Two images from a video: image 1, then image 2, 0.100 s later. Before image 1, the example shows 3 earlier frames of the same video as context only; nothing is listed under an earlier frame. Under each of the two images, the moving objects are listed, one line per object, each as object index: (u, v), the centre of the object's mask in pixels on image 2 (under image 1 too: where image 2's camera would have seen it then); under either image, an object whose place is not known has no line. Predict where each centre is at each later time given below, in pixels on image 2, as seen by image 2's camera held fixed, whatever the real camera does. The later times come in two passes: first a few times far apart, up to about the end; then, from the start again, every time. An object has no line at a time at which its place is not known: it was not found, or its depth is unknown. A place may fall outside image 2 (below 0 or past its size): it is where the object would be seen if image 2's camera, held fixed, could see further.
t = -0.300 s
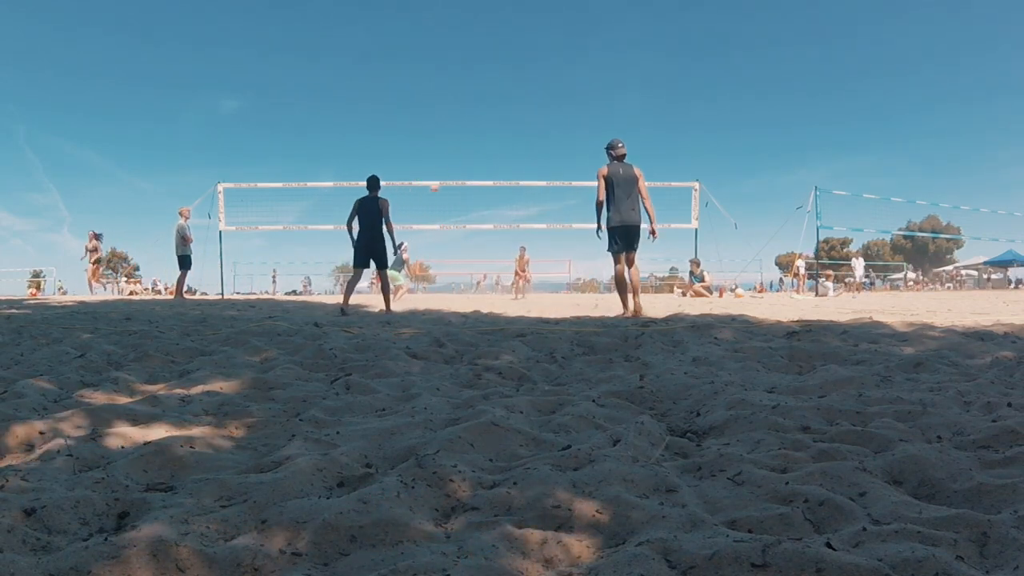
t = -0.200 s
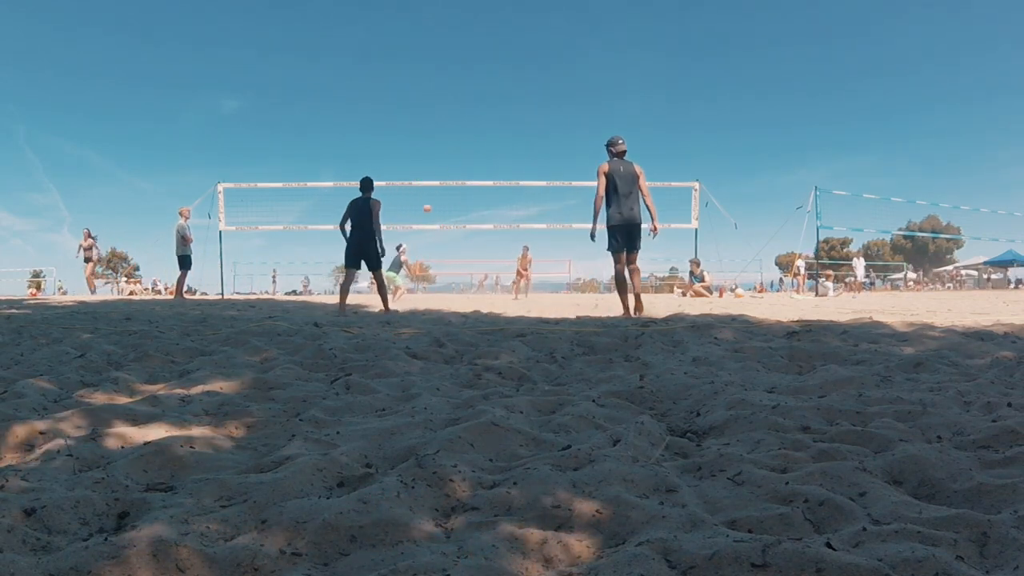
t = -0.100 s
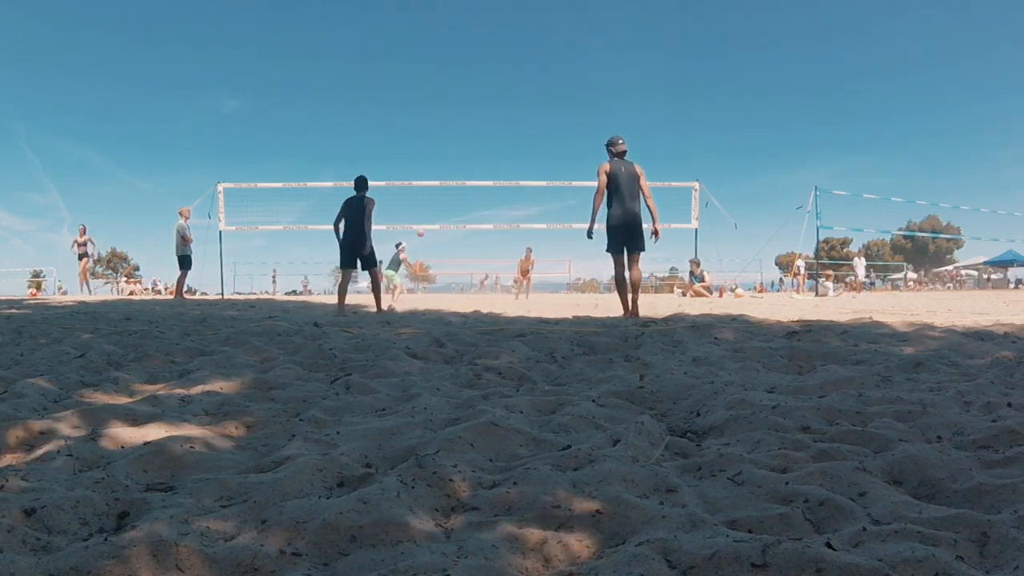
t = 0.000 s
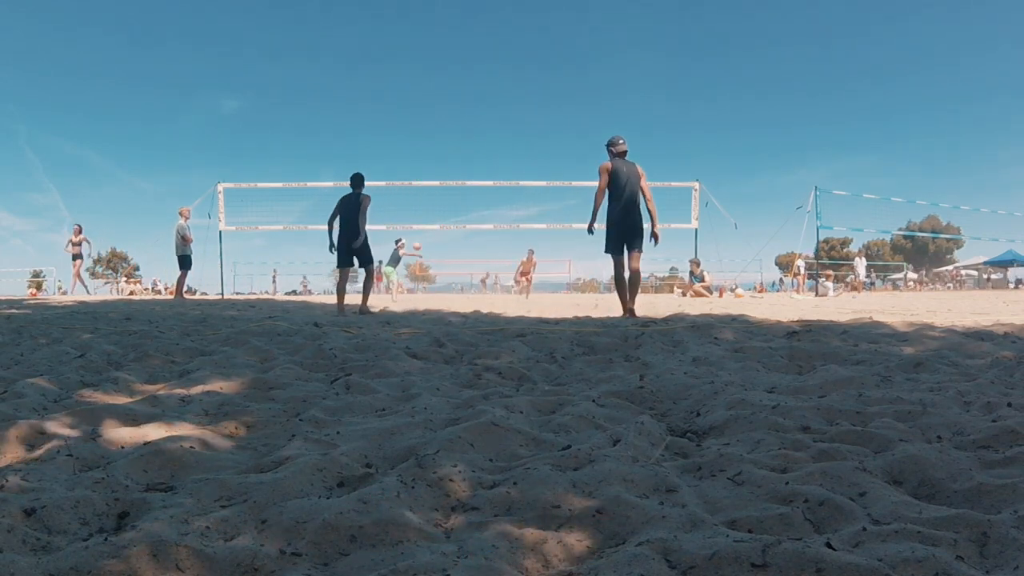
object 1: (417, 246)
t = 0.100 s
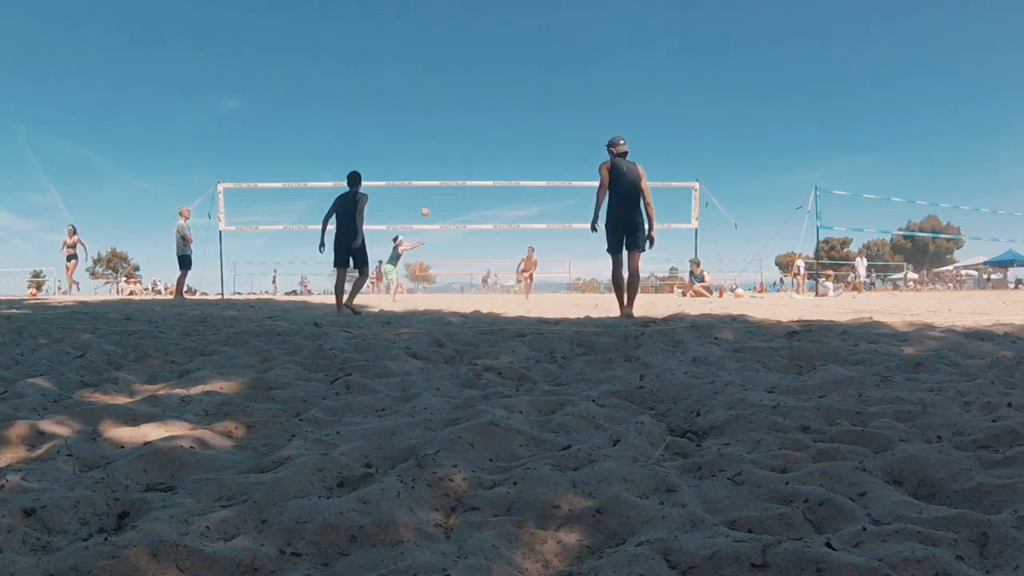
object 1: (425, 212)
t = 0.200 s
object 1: (433, 179)
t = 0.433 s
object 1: (453, 127)
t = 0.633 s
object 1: (471, 97)
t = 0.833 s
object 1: (489, 81)
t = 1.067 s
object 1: (509, 81)
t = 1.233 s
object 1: (525, 94)
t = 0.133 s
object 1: (428, 202)
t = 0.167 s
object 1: (430, 192)
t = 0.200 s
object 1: (433, 179)
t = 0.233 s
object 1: (436, 173)
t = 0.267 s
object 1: (439, 165)
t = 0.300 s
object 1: (442, 156)
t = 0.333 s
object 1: (445, 148)
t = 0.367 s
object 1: (447, 141)
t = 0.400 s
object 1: (450, 134)
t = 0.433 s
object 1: (453, 127)
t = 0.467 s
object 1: (456, 121)
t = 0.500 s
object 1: (459, 116)
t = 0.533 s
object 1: (462, 110)
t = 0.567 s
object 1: (465, 106)
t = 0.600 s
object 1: (468, 101)
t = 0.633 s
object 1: (471, 97)
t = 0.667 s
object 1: (474, 94)
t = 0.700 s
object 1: (477, 90)
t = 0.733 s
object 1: (480, 88)
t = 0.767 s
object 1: (483, 85)
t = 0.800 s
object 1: (486, 83)
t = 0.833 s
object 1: (489, 81)
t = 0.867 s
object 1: (491, 80)
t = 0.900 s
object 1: (494, 79)
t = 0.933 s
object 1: (497, 79)
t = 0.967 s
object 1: (500, 79)
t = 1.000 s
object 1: (503, 79)
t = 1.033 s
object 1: (506, 80)
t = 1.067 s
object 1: (509, 81)
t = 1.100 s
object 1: (512, 83)
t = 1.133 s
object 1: (516, 85)
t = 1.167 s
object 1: (519, 88)
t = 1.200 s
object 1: (522, 90)
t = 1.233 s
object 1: (525, 94)
